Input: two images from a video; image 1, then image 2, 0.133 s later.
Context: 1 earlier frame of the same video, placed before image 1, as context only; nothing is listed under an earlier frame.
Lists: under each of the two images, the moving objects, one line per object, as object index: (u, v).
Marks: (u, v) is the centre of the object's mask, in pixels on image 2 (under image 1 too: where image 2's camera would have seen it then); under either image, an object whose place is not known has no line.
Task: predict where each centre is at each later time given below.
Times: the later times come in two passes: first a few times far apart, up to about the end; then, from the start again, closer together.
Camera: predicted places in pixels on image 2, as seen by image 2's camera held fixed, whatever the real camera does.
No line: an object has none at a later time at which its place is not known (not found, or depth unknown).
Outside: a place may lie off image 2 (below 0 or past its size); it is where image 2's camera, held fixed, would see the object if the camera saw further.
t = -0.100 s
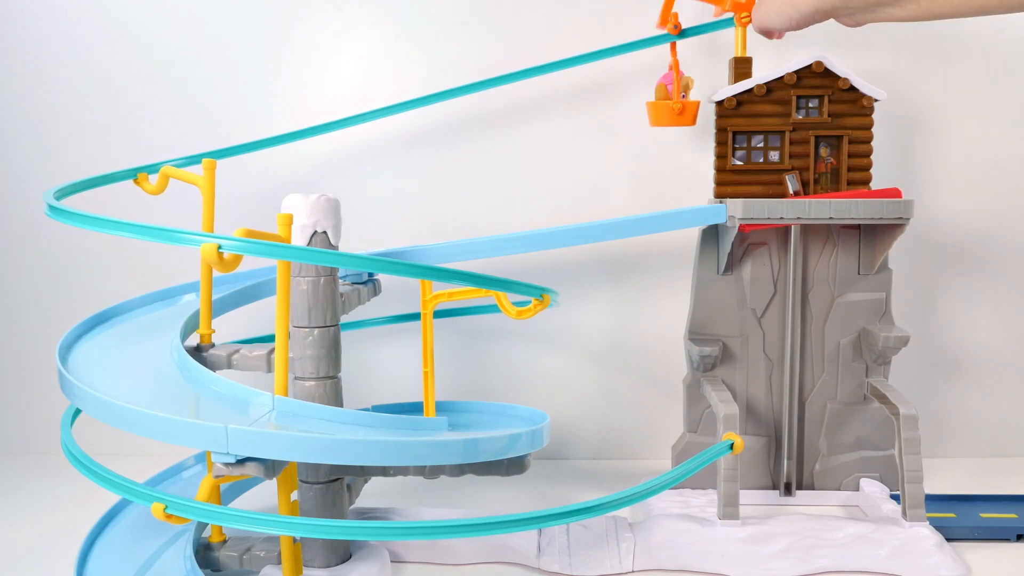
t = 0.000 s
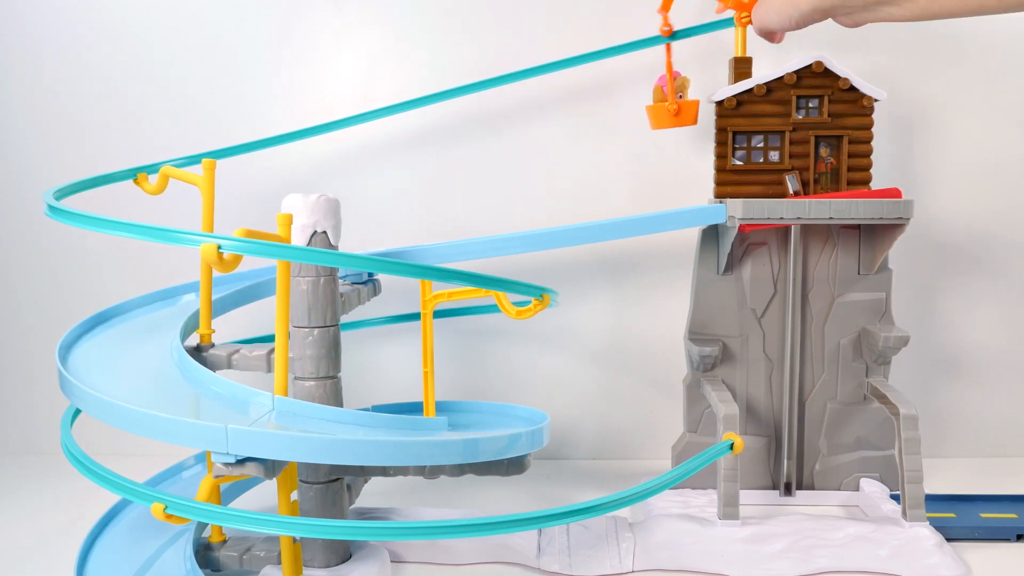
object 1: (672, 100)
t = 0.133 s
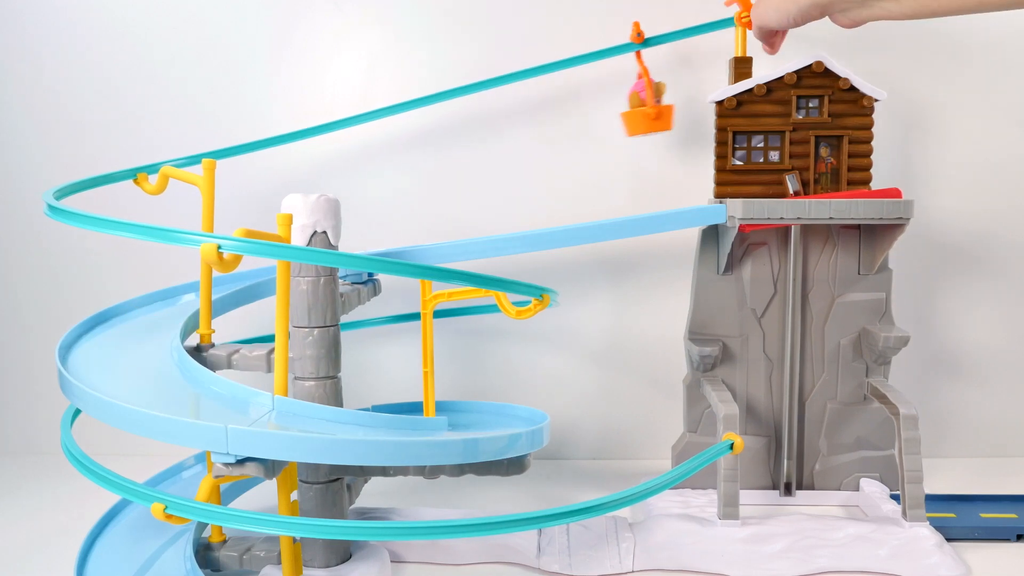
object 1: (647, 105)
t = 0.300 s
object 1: (567, 127)
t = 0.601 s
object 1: (277, 201)
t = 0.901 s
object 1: (34, 254)
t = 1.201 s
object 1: (436, 335)
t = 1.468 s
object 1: (556, 363)
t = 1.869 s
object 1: (74, 441)
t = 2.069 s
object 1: (74, 523)
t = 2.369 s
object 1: (613, 534)
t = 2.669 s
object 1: (761, 494)
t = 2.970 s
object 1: (802, 548)
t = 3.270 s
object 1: (801, 549)
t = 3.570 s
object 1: (795, 548)
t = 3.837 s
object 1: (804, 550)
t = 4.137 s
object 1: (799, 549)
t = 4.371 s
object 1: (799, 549)
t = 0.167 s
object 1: (635, 110)
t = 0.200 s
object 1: (621, 113)
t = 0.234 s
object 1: (606, 117)
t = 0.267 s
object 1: (587, 122)
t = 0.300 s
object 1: (567, 127)
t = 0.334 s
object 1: (544, 134)
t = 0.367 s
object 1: (519, 140)
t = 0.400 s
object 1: (492, 148)
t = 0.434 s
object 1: (463, 158)
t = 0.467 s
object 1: (433, 169)
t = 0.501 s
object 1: (400, 179)
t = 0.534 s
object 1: (363, 186)
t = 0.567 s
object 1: (330, 188)
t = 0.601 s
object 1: (277, 201)
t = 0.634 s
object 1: (243, 211)
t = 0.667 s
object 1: (197, 214)
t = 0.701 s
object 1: (156, 219)
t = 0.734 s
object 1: (116, 217)
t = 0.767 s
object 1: (78, 228)
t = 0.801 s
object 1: (51, 220)
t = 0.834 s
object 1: (41, 231)
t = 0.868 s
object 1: (36, 241)
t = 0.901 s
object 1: (34, 254)
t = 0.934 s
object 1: (37, 269)
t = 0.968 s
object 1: (49, 284)
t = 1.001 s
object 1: (71, 291)
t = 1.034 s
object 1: (113, 302)
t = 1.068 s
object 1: (170, 315)
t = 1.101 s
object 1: (235, 326)
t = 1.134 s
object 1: (305, 336)
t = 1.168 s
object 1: (369, 333)
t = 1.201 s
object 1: (436, 335)
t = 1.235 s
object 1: (492, 337)
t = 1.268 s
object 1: (536, 342)
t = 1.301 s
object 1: (565, 344)
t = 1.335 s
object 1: (580, 347)
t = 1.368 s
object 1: (587, 352)
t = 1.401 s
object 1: (584, 356)
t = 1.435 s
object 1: (573, 359)
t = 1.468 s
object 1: (556, 363)
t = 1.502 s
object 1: (534, 365)
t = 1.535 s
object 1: (501, 361)
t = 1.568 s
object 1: (470, 366)
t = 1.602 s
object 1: (422, 367)
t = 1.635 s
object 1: (380, 368)
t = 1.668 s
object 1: (349, 367)
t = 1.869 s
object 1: (74, 441)
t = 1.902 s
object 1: (39, 460)
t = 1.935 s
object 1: (36, 468)
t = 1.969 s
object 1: (38, 478)
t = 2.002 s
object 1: (38, 499)
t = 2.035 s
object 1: (47, 515)
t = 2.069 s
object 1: (74, 523)
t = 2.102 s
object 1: (121, 526)
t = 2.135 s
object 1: (182, 531)
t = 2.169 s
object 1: (242, 534)
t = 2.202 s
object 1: (310, 529)
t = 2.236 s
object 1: (369, 535)
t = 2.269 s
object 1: (431, 536)
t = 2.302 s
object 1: (496, 534)
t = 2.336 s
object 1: (560, 533)
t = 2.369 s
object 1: (613, 534)
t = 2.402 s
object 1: (652, 533)
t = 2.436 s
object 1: (682, 530)
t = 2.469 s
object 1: (703, 523)
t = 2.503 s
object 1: (715, 513)
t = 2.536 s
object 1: (725, 495)
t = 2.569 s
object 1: (736, 484)
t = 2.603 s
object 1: (746, 484)
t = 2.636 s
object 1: (755, 489)
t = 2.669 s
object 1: (761, 494)
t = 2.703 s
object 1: (769, 508)
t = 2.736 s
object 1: (778, 527)
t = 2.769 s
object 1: (789, 532)
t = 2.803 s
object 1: (799, 535)
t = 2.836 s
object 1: (804, 540)
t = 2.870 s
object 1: (807, 542)
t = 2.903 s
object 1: (807, 545)
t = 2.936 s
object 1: (806, 548)
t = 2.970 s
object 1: (802, 548)
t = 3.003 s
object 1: (798, 548)
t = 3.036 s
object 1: (795, 547)
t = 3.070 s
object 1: (794, 547)
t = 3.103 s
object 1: (793, 547)
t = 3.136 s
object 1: (792, 547)
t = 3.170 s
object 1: (793, 547)
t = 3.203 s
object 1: (795, 548)
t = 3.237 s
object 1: (797, 548)
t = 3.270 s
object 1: (801, 549)
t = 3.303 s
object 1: (805, 549)
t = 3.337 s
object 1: (807, 550)
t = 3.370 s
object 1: (807, 550)
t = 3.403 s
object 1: (805, 550)
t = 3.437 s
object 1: (802, 549)
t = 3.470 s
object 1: (800, 549)
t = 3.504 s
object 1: (797, 549)
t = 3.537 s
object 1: (795, 548)
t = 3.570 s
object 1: (795, 548)
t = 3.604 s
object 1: (795, 548)
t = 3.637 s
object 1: (796, 548)
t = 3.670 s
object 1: (798, 549)
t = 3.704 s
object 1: (800, 549)
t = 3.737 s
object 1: (802, 549)
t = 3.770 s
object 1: (804, 550)
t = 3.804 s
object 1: (804, 550)
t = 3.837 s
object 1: (804, 550)
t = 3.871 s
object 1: (803, 550)
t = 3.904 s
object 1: (802, 549)
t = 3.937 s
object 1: (800, 549)
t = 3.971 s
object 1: (798, 549)
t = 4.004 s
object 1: (797, 549)
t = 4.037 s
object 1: (796, 549)
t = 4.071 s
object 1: (797, 549)
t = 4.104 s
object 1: (797, 548)
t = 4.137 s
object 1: (799, 549)
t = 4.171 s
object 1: (800, 549)
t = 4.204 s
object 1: (802, 549)
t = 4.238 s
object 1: (802, 550)
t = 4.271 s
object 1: (802, 550)
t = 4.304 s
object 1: (802, 549)
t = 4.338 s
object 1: (801, 549)
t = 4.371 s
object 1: (799, 549)
